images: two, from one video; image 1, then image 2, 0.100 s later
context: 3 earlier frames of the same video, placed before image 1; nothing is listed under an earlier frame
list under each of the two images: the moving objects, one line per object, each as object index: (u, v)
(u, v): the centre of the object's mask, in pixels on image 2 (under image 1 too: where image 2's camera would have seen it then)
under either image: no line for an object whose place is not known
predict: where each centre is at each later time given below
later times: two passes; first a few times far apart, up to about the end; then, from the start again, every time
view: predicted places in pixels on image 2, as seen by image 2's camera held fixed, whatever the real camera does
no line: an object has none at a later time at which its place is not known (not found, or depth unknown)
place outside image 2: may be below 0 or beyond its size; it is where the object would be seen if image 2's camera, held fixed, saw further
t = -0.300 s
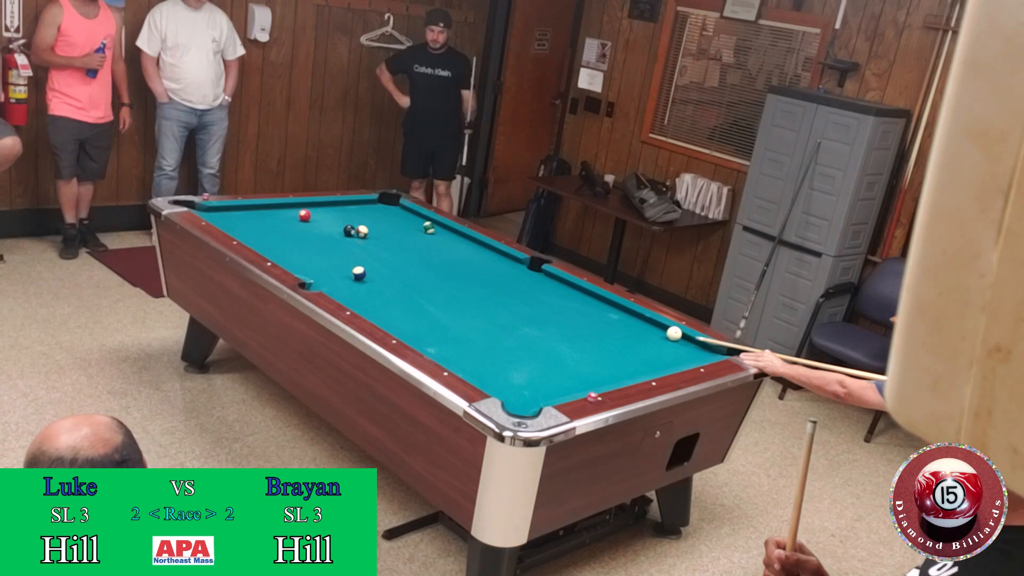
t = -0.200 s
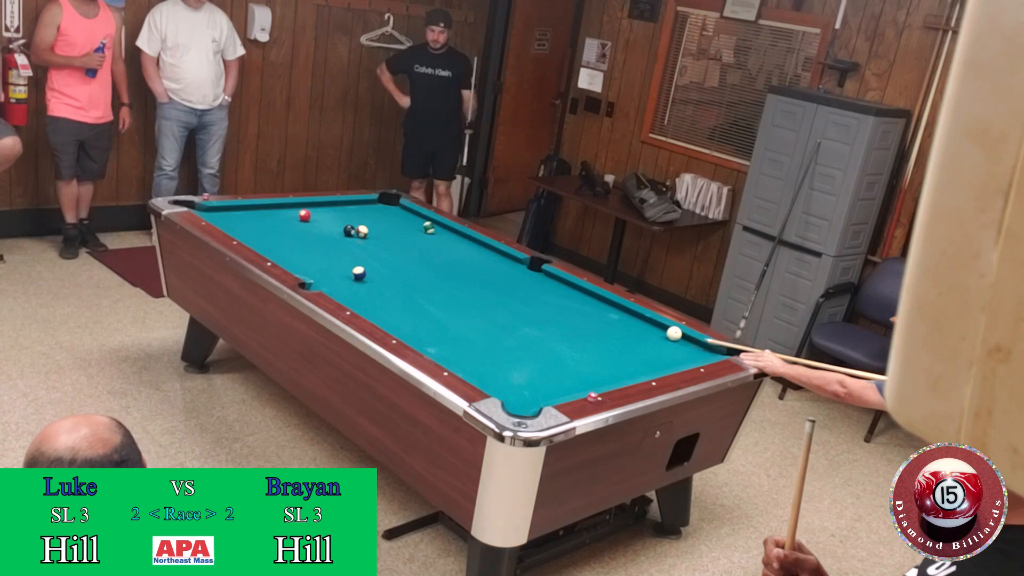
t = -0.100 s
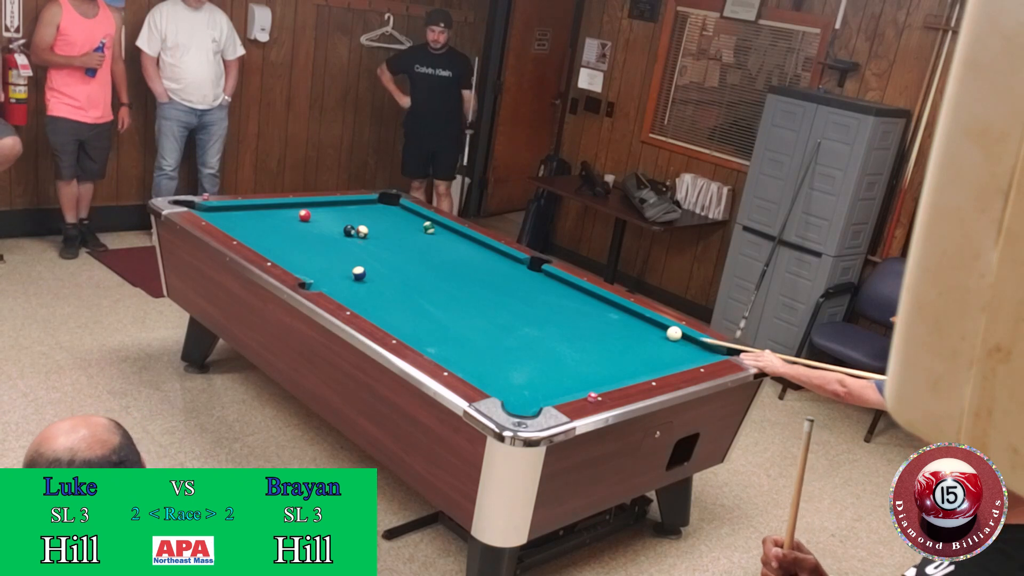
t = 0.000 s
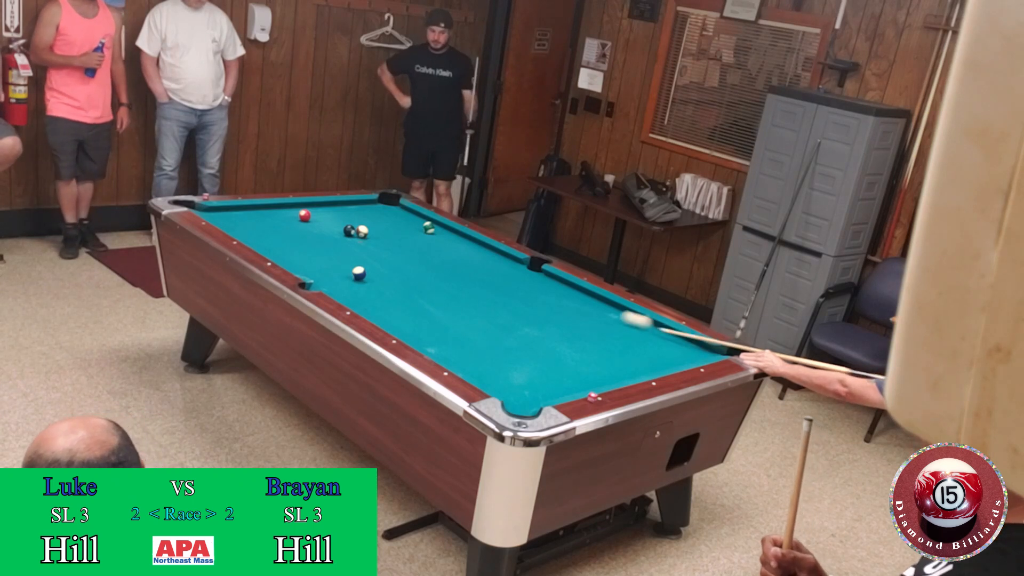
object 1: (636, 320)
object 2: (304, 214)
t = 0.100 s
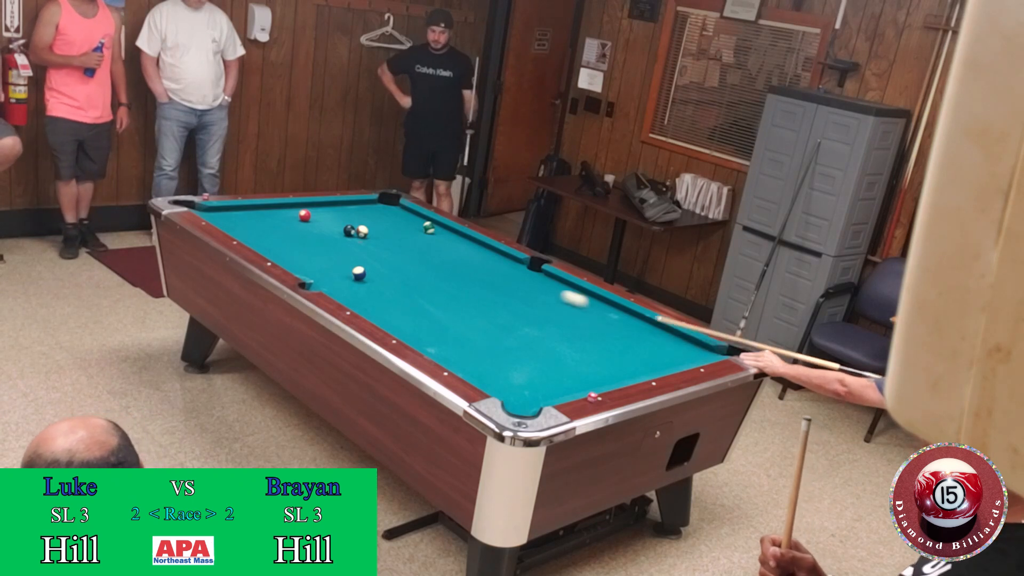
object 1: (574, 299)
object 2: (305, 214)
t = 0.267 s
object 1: (488, 270)
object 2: (304, 214)
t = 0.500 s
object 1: (384, 234)
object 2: (304, 214)
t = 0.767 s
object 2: (305, 215)
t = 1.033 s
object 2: (306, 235)
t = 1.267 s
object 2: (307, 254)
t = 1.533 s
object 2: (312, 275)
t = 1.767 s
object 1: (340, 219)
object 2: (349, 289)
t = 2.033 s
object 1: (346, 220)
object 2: (392, 303)
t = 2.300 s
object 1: (353, 221)
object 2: (435, 318)
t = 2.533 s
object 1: (356, 222)
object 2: (472, 331)
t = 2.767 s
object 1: (360, 222)
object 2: (510, 343)
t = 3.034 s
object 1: (363, 223)
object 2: (552, 358)
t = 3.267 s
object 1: (365, 223)
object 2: (589, 370)
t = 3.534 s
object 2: (612, 375)
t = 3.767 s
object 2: (602, 365)
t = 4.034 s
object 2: (591, 355)
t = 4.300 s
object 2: (581, 346)
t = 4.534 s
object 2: (574, 339)
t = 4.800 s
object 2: (566, 332)
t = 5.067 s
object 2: (560, 326)
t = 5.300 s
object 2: (555, 321)
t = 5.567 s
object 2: (550, 317)
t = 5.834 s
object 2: (546, 313)
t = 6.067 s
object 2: (543, 310)
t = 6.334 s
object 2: (540, 308)
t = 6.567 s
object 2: (539, 306)
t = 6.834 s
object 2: (538, 305)
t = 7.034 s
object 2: (538, 304)
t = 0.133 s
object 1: (556, 293)
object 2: (304, 214)
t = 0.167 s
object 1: (538, 287)
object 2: (305, 214)
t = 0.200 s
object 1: (521, 281)
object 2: (305, 214)
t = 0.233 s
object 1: (504, 275)
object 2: (304, 214)
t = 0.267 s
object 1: (488, 270)
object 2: (304, 214)
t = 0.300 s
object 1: (472, 264)
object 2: (305, 214)
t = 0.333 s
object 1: (457, 259)
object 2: (304, 214)
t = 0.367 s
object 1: (442, 254)
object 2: (304, 214)
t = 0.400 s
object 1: (427, 249)
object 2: (305, 214)
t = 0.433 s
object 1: (412, 244)
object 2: (305, 214)
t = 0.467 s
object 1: (398, 239)
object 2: (304, 214)
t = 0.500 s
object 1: (384, 234)
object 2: (304, 214)
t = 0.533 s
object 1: (372, 229)
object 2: (304, 214)
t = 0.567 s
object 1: (355, 222)
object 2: (304, 214)
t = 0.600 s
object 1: (342, 219)
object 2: (304, 214)
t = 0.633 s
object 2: (304, 214)
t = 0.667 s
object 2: (304, 215)
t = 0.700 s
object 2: (304, 215)
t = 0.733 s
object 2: (305, 215)
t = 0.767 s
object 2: (305, 215)
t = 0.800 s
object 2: (305, 216)
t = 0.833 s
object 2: (305, 219)
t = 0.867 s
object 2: (305, 222)
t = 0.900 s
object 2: (305, 225)
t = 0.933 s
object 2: (305, 228)
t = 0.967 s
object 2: (305, 230)
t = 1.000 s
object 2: (306, 233)
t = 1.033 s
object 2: (306, 235)
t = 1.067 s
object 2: (306, 238)
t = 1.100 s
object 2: (306, 240)
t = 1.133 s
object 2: (306, 243)
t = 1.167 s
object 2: (306, 246)
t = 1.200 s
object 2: (306, 248)
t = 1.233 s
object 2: (306, 251)
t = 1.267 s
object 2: (307, 254)
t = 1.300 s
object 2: (307, 257)
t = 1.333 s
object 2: (307, 259)
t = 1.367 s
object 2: (307, 262)
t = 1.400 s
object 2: (307, 265)
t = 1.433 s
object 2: (307, 268)
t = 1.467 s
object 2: (308, 270)
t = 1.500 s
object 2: (308, 272)
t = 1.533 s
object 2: (312, 275)
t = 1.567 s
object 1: (334, 218)
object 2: (317, 277)
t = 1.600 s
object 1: (335, 218)
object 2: (323, 280)
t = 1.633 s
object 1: (336, 219)
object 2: (328, 281)
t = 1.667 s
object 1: (337, 219)
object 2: (333, 283)
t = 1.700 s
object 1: (338, 219)
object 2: (339, 285)
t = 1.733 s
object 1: (339, 219)
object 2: (344, 287)
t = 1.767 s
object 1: (340, 219)
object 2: (349, 289)
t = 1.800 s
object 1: (341, 219)
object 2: (354, 291)
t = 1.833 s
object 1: (342, 220)
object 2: (360, 292)
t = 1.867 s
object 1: (343, 220)
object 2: (365, 294)
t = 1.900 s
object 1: (343, 220)
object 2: (371, 296)
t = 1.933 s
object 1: (344, 220)
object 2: (376, 298)
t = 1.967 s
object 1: (345, 220)
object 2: (381, 300)
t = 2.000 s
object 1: (346, 220)
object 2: (387, 302)
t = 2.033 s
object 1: (346, 220)
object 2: (392, 303)
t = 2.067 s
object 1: (348, 220)
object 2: (397, 305)
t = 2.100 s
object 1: (348, 220)
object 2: (403, 307)
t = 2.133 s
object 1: (349, 220)
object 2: (408, 309)
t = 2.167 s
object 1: (350, 221)
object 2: (413, 311)
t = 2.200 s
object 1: (351, 221)
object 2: (419, 312)
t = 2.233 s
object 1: (351, 221)
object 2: (424, 314)
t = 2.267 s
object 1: (352, 221)
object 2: (429, 316)
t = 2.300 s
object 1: (353, 221)
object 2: (435, 318)
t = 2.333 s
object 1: (353, 221)
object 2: (440, 319)
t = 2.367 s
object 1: (354, 221)
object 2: (445, 322)
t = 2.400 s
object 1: (355, 222)
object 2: (451, 323)
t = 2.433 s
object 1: (355, 222)
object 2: (456, 325)
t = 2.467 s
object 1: (355, 222)
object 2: (461, 327)
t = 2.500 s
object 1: (356, 222)
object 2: (467, 329)
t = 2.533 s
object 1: (356, 222)
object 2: (472, 331)
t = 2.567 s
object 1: (357, 222)
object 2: (477, 332)
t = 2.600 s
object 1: (357, 222)
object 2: (483, 334)
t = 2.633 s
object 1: (358, 222)
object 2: (488, 336)
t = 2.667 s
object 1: (359, 222)
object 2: (493, 338)
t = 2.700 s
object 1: (359, 222)
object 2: (499, 340)
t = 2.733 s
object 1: (360, 222)
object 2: (504, 341)
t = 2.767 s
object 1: (360, 222)
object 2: (510, 343)
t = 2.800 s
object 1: (360, 222)
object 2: (514, 345)
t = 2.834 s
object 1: (361, 222)
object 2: (520, 347)
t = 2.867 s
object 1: (361, 222)
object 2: (525, 349)
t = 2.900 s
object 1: (362, 222)
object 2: (531, 351)
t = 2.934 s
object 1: (362, 222)
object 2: (536, 352)
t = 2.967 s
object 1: (362, 223)
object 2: (541, 354)
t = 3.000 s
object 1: (363, 222)
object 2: (547, 356)
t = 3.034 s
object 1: (363, 223)
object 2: (552, 358)
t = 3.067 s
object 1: (364, 223)
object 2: (557, 359)
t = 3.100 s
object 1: (364, 223)
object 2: (562, 361)
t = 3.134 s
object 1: (364, 223)
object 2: (568, 363)
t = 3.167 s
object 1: (364, 223)
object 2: (573, 365)
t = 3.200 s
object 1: (365, 223)
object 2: (579, 367)
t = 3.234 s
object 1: (365, 223)
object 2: (584, 369)
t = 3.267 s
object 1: (365, 223)
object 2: (589, 370)
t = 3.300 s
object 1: (365, 223)
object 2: (594, 372)
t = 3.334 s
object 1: (365, 223)
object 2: (599, 374)
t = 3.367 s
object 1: (365, 223)
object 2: (605, 376)
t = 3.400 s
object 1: (365, 223)
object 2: (609, 376)
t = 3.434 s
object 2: (615, 377)
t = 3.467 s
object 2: (615, 377)
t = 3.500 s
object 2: (614, 376)
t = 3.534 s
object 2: (612, 375)
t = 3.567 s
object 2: (611, 374)
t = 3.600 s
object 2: (609, 373)
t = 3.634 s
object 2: (608, 371)
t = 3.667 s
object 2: (606, 370)
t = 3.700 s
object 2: (605, 368)
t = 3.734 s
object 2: (603, 367)
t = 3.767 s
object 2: (602, 365)
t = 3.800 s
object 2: (600, 364)
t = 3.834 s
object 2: (599, 363)
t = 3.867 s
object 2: (598, 361)
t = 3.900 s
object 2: (596, 360)
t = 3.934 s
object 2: (595, 359)
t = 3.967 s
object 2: (594, 357)
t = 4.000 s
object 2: (592, 356)
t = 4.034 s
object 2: (591, 355)
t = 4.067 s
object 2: (590, 354)
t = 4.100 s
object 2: (588, 353)
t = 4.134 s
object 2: (587, 352)
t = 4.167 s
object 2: (586, 351)
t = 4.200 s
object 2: (585, 349)
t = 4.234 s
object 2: (584, 348)
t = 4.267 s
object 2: (583, 347)
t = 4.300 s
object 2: (581, 346)
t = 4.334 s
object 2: (580, 345)
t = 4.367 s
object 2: (579, 344)
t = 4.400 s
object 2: (578, 343)
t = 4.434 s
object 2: (577, 342)
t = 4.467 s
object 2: (576, 341)
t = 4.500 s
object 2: (575, 340)
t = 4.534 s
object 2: (574, 339)
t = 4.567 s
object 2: (573, 338)
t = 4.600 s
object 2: (572, 337)
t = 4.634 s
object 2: (571, 336)
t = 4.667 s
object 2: (570, 335)
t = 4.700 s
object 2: (569, 335)
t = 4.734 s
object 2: (568, 334)
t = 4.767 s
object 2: (567, 333)
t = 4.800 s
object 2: (566, 332)
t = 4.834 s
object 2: (565, 331)
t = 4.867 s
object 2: (564, 330)
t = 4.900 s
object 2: (563, 329)
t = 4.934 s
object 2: (563, 329)
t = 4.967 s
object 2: (562, 328)
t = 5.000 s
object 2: (561, 327)
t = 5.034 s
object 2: (560, 327)
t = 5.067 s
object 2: (560, 326)
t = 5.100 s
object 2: (559, 325)
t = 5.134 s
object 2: (558, 324)
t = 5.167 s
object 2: (557, 324)
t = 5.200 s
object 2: (557, 323)
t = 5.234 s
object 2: (556, 322)
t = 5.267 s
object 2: (555, 322)
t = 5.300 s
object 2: (555, 321)
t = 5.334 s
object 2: (554, 321)
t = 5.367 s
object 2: (554, 320)
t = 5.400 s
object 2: (553, 319)
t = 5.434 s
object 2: (553, 319)
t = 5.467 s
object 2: (552, 318)
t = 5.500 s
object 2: (551, 318)
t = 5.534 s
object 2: (551, 317)
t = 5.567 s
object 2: (550, 317)
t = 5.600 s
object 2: (550, 316)
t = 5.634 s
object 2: (549, 316)
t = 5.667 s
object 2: (549, 315)
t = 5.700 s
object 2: (548, 315)
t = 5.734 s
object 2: (548, 314)
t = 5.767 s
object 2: (547, 314)
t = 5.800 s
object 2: (547, 313)
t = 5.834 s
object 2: (546, 313)
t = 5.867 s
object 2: (546, 312)
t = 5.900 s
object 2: (545, 312)
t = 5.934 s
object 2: (545, 311)
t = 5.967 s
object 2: (545, 311)
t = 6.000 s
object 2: (544, 311)
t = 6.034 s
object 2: (544, 310)
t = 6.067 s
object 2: (543, 310)
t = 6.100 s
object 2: (543, 310)
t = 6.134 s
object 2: (542, 309)
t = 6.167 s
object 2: (542, 309)
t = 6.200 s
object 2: (542, 309)
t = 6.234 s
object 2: (541, 308)
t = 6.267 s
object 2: (541, 308)
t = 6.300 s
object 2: (541, 308)
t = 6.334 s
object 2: (540, 308)
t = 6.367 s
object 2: (540, 307)
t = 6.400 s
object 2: (540, 307)
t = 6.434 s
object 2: (539, 307)
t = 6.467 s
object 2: (539, 307)
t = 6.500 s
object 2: (539, 306)
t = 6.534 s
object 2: (539, 306)
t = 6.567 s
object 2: (539, 306)
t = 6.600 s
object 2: (539, 306)
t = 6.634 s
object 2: (538, 306)
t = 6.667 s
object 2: (538, 306)
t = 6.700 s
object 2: (538, 305)
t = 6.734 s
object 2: (538, 305)
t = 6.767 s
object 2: (538, 305)
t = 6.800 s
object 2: (538, 305)
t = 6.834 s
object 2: (538, 305)
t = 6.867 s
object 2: (538, 305)
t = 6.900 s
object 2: (538, 305)
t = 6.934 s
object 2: (538, 304)
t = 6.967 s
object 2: (538, 304)
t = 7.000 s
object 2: (538, 304)
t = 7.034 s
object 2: (538, 304)
